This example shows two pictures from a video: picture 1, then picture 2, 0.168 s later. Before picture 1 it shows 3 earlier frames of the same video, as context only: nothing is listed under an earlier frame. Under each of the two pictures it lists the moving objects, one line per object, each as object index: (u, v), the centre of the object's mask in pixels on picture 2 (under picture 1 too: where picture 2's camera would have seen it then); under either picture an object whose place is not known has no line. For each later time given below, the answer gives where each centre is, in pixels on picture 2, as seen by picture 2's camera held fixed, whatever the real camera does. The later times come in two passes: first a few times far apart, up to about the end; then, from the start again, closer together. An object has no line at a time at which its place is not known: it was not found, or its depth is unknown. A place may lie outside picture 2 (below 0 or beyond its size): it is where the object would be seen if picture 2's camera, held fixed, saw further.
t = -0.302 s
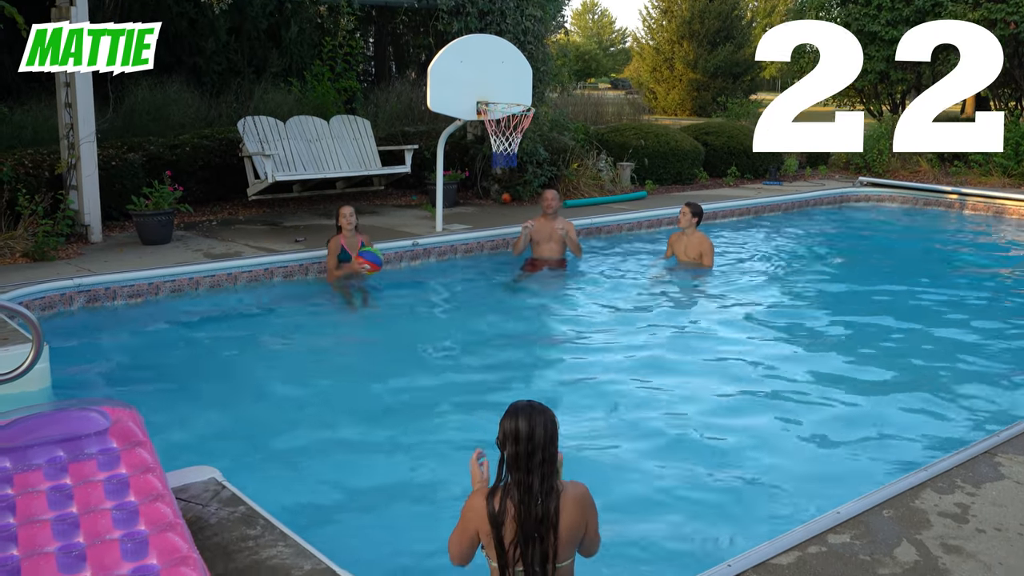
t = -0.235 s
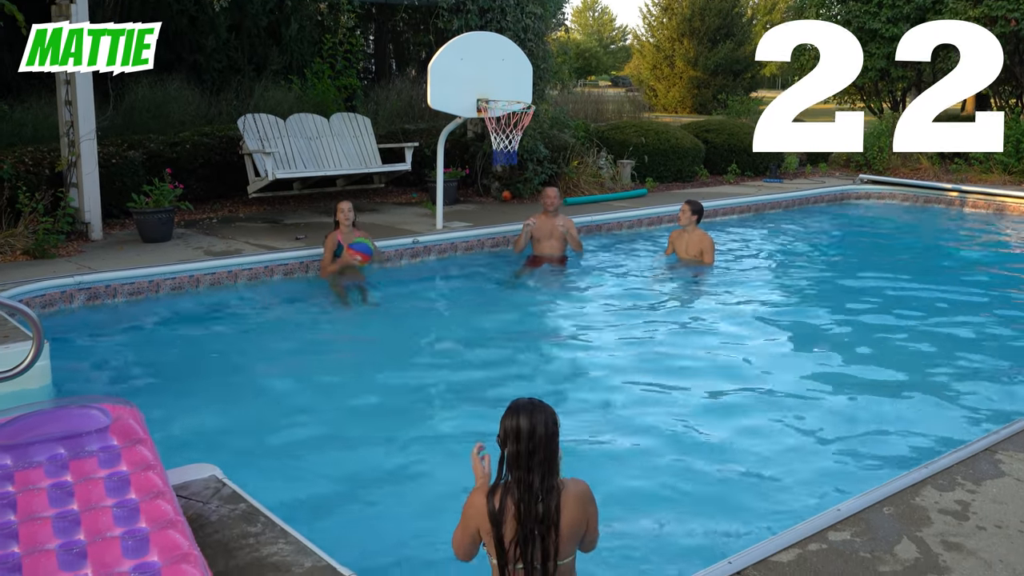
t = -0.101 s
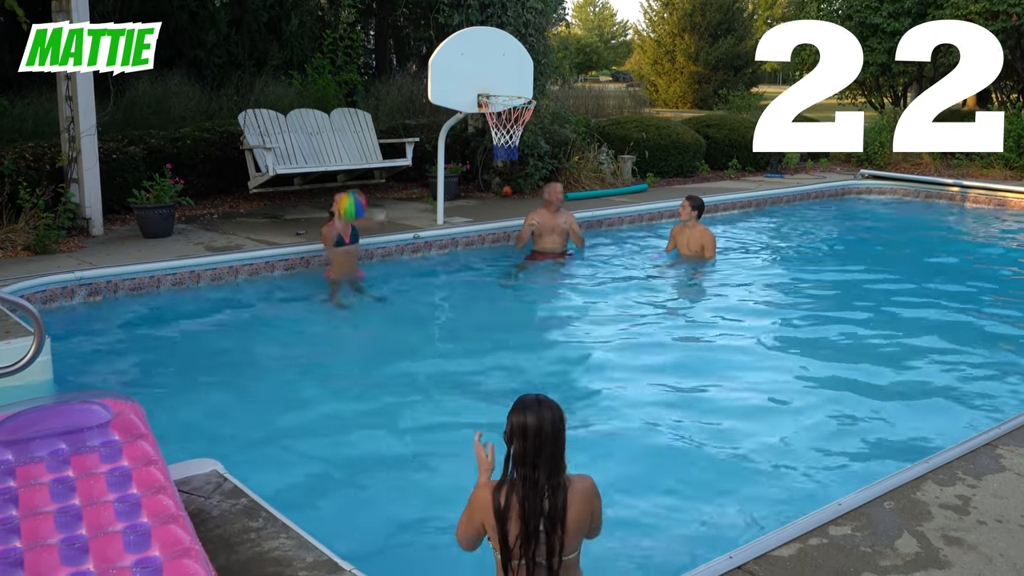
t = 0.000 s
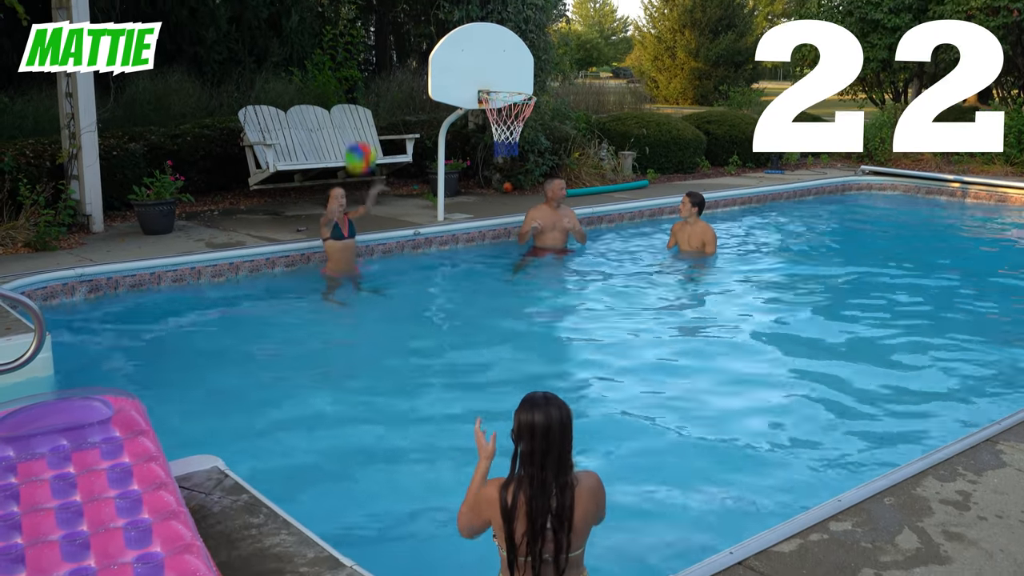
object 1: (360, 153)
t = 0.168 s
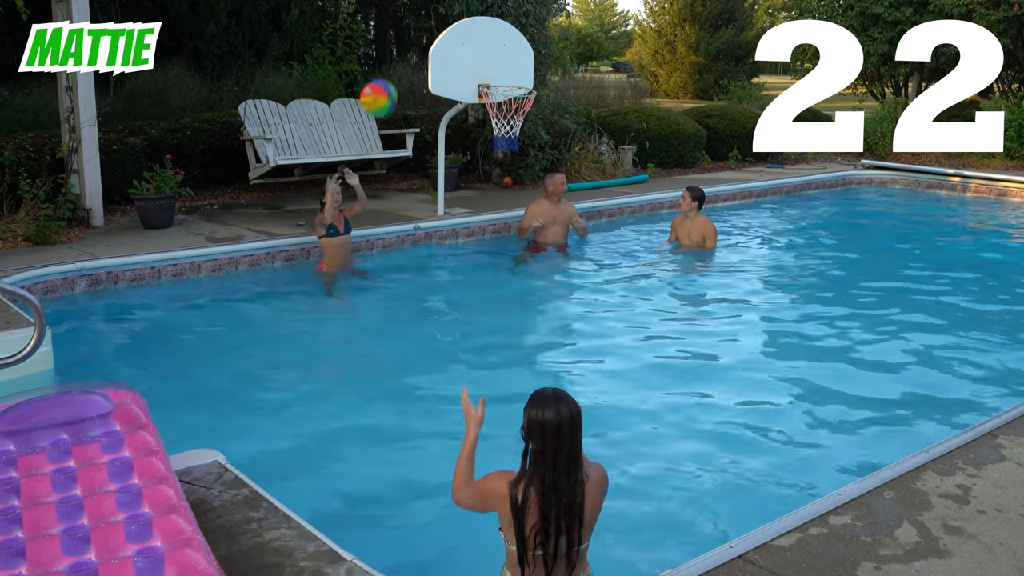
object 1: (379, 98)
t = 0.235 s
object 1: (388, 85)
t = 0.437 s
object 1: (422, 89)
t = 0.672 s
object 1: (492, 234)
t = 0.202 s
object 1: (383, 91)
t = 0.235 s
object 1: (388, 85)
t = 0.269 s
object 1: (393, 81)
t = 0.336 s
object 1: (404, 77)
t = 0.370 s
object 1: (409, 79)
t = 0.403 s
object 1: (416, 83)
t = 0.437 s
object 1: (422, 89)
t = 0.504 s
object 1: (439, 113)
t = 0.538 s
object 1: (449, 128)
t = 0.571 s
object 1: (459, 148)
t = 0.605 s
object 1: (469, 170)
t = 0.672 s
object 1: (492, 234)
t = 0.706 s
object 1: (505, 274)
